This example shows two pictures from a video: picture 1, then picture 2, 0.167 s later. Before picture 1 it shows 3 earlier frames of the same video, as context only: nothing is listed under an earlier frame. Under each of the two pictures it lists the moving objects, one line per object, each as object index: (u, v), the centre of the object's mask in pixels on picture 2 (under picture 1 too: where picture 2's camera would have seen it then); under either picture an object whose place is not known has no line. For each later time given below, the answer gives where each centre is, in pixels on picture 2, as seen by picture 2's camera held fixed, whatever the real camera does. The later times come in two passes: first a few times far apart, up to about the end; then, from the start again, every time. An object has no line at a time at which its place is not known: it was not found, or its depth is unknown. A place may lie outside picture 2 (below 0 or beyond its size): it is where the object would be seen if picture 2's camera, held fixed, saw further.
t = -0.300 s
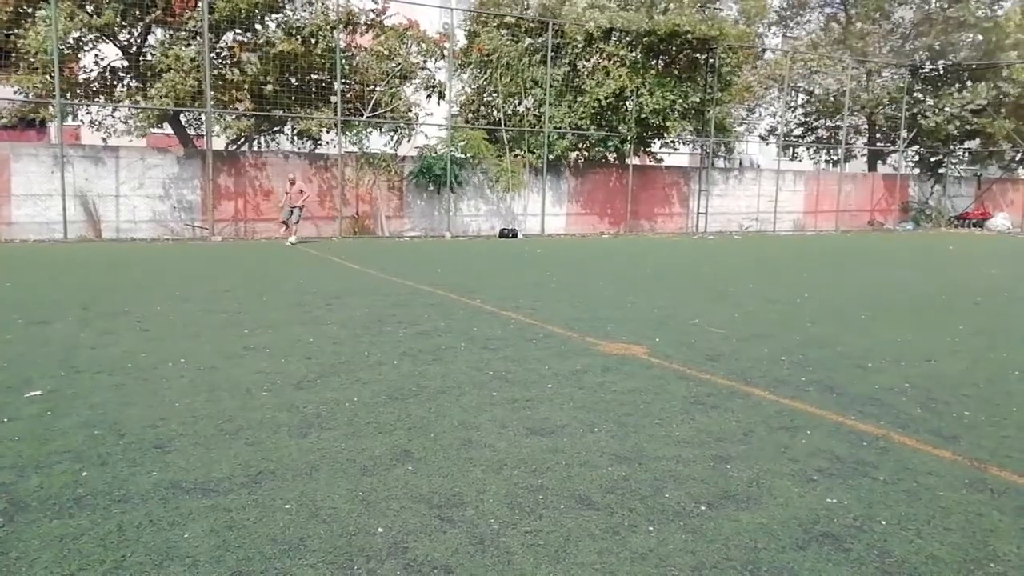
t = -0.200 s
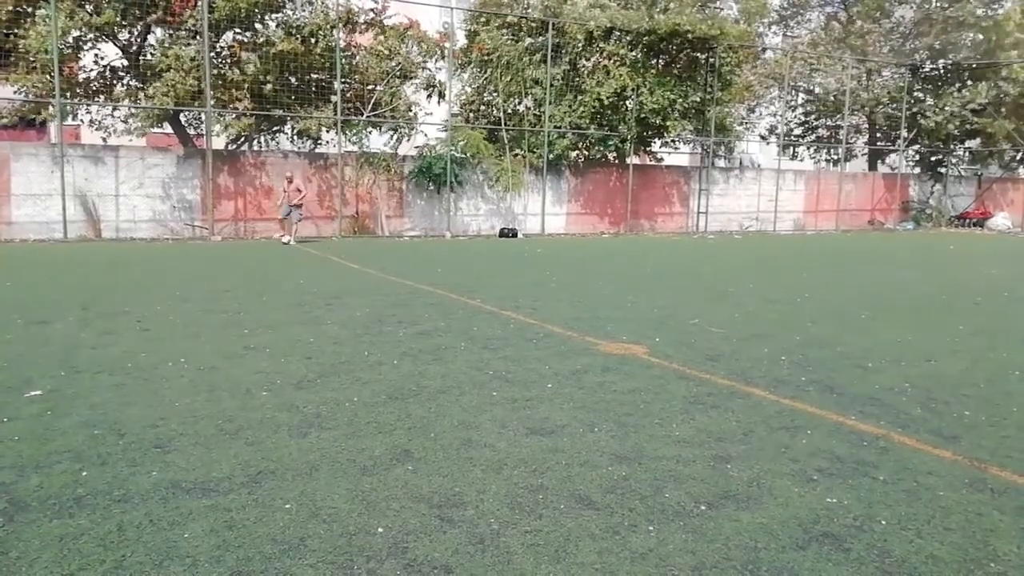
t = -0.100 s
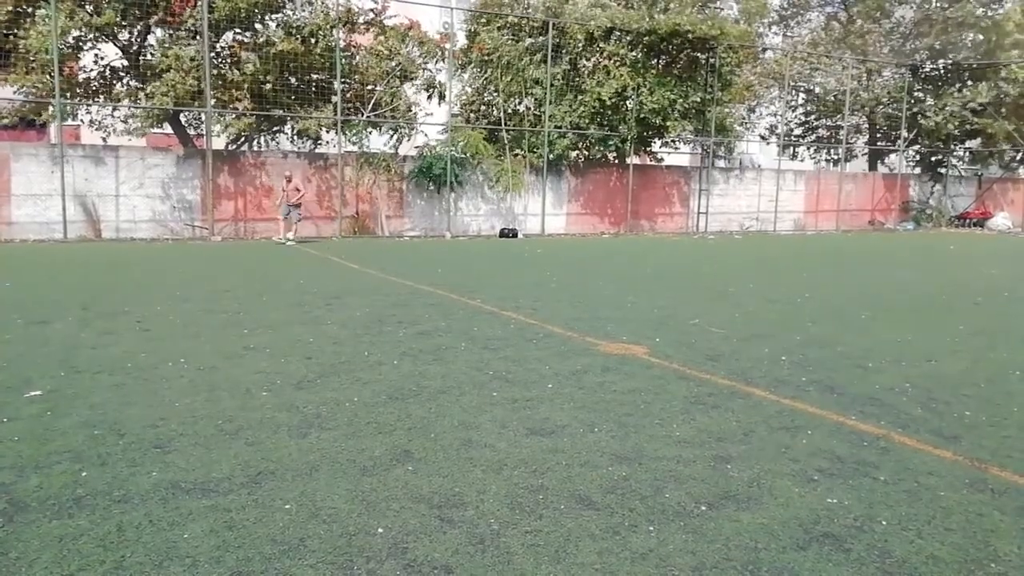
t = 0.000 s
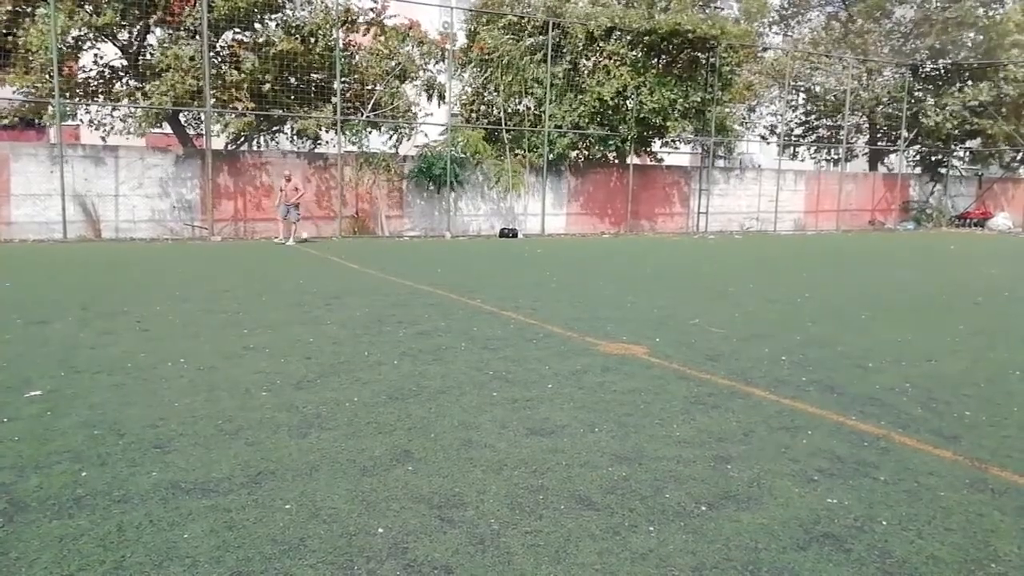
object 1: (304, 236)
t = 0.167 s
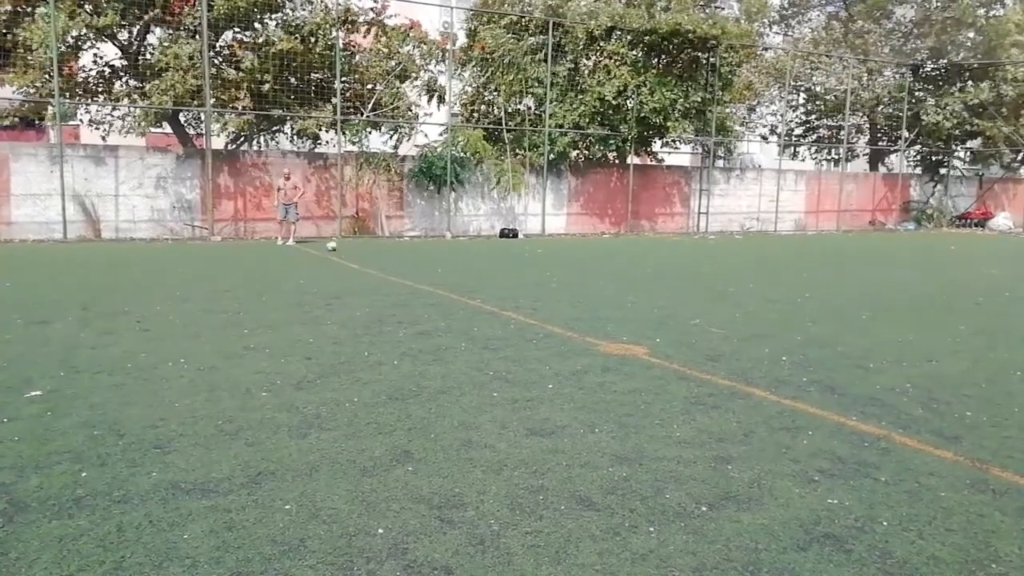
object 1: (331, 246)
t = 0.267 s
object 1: (344, 244)
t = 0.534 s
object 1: (380, 249)
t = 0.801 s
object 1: (411, 254)
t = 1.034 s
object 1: (439, 260)
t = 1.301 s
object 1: (475, 263)
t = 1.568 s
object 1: (515, 271)
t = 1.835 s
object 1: (558, 276)
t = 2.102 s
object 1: (608, 282)
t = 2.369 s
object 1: (659, 288)
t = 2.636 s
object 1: (716, 296)
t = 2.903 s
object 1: (778, 304)
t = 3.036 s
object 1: (812, 309)
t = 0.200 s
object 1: (335, 244)
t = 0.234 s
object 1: (339, 245)
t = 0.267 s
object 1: (344, 244)
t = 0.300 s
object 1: (349, 244)
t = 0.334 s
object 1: (354, 245)
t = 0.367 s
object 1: (359, 247)
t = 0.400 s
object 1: (363, 249)
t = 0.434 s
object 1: (368, 251)
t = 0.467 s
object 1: (372, 251)
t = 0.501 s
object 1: (376, 250)
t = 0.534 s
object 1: (380, 249)
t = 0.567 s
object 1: (385, 249)
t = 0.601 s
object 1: (390, 250)
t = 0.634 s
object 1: (393, 252)
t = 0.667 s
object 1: (397, 254)
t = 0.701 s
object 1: (401, 256)
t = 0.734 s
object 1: (404, 256)
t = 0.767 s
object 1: (407, 255)
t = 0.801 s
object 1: (411, 254)
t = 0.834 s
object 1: (416, 255)
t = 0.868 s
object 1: (419, 256)
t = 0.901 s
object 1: (423, 258)
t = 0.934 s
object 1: (427, 259)
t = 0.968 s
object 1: (431, 261)
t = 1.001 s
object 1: (435, 260)
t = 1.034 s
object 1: (439, 260)
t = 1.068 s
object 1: (444, 260)
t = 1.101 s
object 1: (447, 260)
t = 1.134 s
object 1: (452, 262)
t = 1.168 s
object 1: (456, 264)
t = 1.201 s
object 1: (461, 264)
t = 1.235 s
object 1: (465, 264)
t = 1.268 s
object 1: (470, 262)
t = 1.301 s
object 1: (475, 263)
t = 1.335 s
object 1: (479, 264)
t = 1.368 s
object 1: (484, 266)
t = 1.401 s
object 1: (489, 268)
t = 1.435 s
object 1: (494, 268)
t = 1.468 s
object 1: (499, 268)
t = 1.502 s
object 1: (504, 268)
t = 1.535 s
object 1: (509, 269)
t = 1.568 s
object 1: (515, 271)
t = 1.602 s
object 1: (520, 271)
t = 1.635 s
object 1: (525, 271)
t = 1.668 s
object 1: (531, 271)
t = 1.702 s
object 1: (536, 272)
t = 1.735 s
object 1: (542, 274)
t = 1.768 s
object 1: (547, 275)
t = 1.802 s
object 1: (553, 275)
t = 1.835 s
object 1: (558, 276)
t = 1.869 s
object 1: (564, 277)
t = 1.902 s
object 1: (571, 277)
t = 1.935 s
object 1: (577, 278)
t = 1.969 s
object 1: (583, 279)
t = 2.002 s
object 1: (589, 280)
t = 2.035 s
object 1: (595, 281)
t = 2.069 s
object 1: (602, 281)
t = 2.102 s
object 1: (608, 282)
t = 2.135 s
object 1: (614, 283)
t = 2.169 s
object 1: (621, 283)
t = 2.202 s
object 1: (628, 284)
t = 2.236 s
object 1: (634, 286)
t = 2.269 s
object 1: (640, 286)
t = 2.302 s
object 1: (647, 286)
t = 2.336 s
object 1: (653, 287)
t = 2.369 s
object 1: (659, 288)
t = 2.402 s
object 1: (667, 289)
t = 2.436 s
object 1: (673, 290)
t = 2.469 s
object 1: (681, 291)
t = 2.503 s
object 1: (687, 292)
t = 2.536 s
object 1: (694, 293)
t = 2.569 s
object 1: (701, 293)
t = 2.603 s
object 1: (709, 295)
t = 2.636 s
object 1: (716, 296)
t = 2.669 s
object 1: (723, 297)
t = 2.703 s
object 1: (731, 298)
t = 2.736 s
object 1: (739, 299)
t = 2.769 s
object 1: (746, 300)
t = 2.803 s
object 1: (754, 301)
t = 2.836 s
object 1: (762, 302)
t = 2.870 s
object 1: (770, 304)
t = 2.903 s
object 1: (778, 304)
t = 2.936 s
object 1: (787, 306)
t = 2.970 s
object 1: (795, 307)
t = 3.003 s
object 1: (803, 308)
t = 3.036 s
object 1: (812, 309)
